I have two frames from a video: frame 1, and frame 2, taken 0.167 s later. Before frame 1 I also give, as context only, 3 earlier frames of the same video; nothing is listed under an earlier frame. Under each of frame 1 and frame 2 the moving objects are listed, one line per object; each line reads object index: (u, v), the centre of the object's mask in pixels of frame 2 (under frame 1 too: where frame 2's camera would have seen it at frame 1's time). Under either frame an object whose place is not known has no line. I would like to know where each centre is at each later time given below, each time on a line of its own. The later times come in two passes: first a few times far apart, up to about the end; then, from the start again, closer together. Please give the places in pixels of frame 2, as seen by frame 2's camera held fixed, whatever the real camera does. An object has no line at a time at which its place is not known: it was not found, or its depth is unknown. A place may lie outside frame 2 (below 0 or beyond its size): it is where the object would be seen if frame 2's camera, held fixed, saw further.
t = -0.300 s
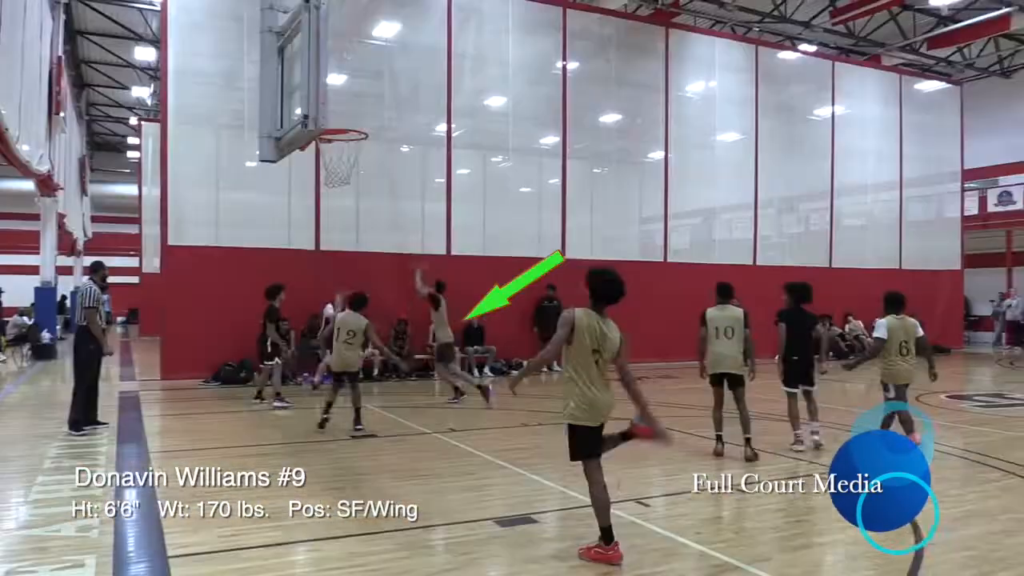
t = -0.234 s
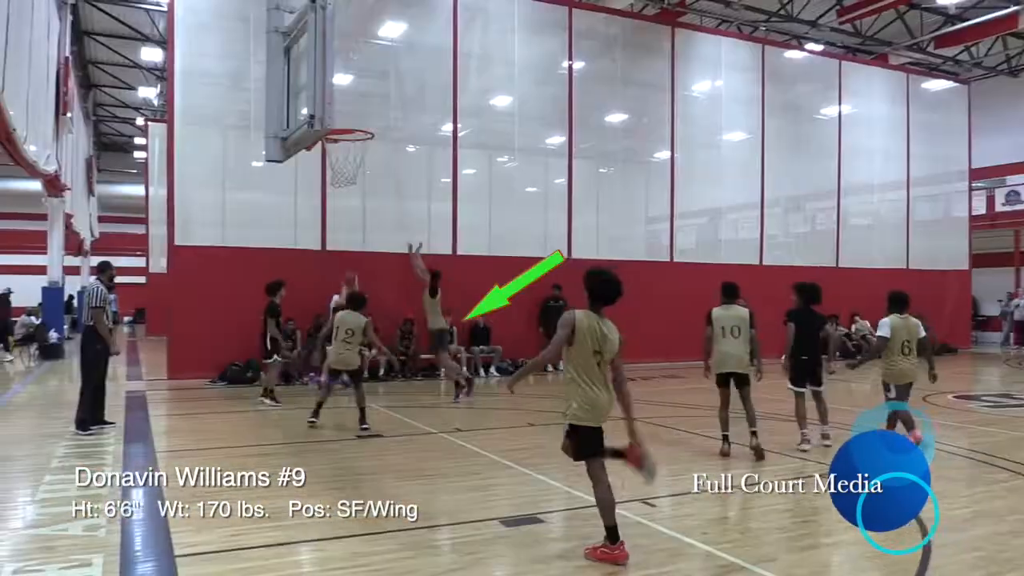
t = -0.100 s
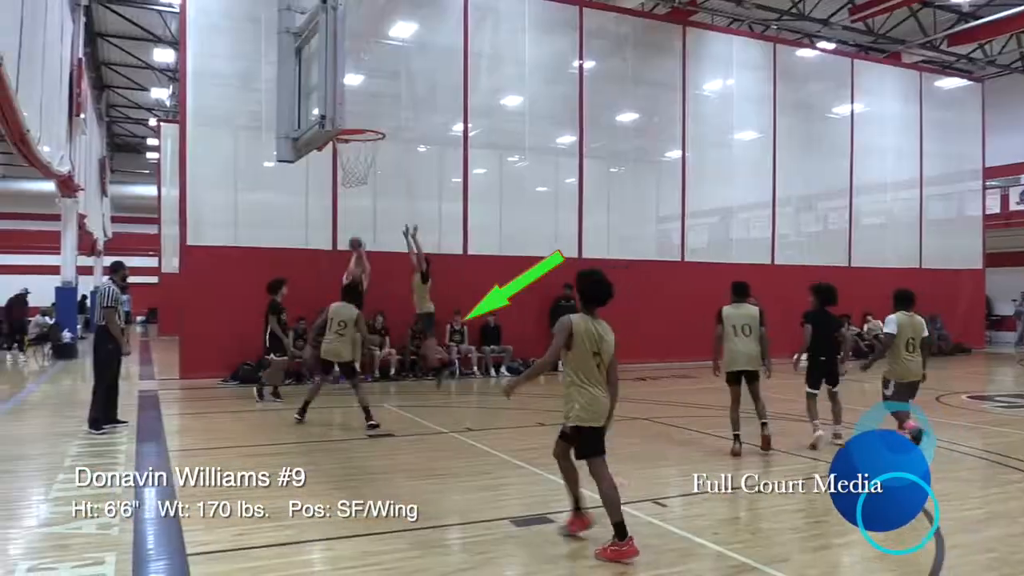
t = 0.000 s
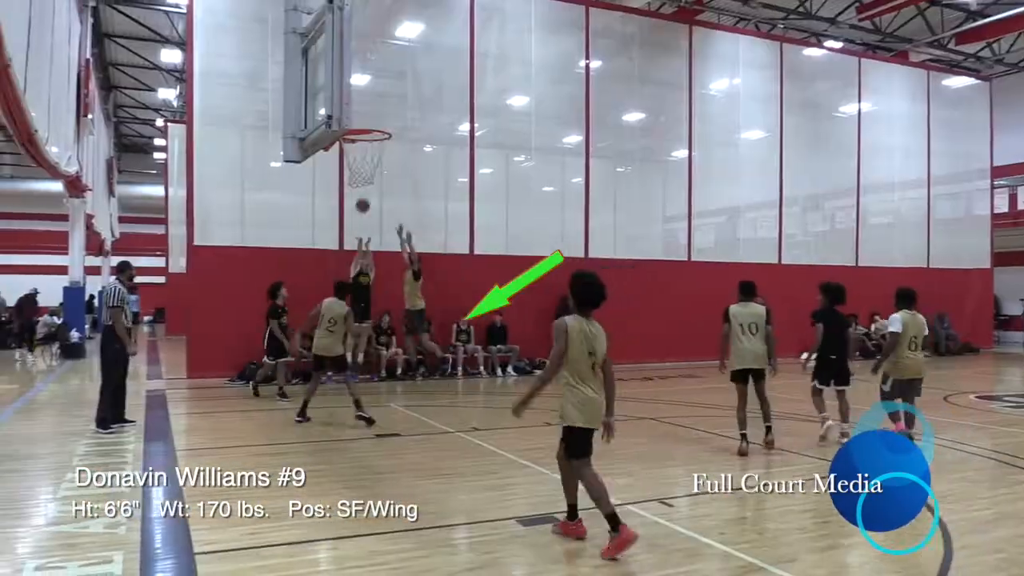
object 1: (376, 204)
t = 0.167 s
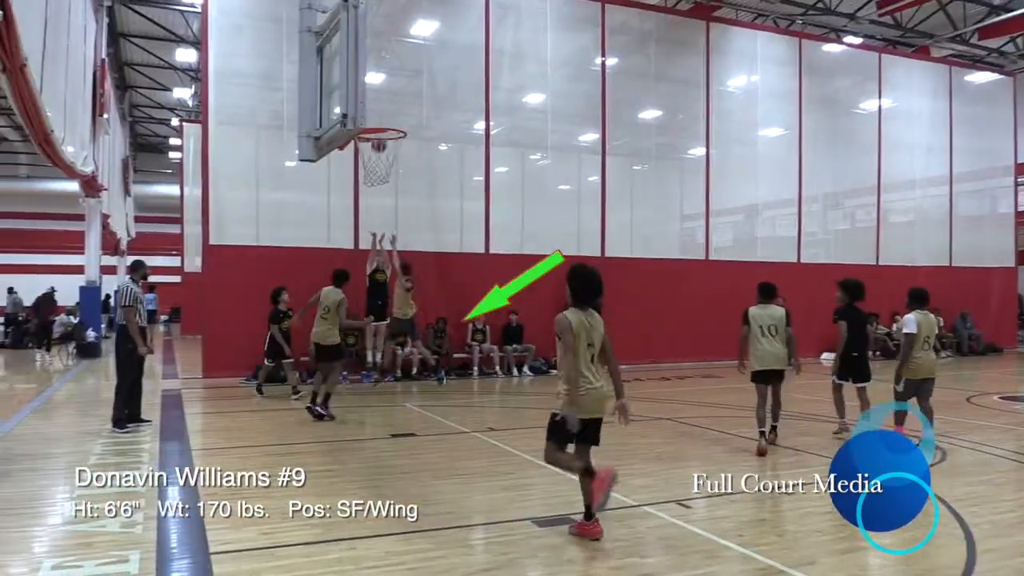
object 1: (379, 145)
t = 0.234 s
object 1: (379, 122)
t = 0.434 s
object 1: (382, 74)
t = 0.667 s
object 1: (384, 42)
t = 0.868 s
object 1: (389, 46)
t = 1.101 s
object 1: (396, 101)
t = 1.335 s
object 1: (439, 96)
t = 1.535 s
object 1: (486, 89)
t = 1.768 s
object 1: (536, 129)
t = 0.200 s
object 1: (379, 134)
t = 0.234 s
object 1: (379, 122)
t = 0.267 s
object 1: (379, 114)
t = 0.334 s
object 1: (380, 96)
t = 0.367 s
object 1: (380, 89)
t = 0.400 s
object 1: (381, 81)
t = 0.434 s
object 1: (382, 74)
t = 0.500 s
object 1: (382, 61)
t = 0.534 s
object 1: (382, 56)
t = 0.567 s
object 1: (383, 51)
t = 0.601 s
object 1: (383, 47)
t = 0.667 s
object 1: (384, 42)
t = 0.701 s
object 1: (385, 41)
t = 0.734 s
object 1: (386, 40)
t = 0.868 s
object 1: (389, 46)
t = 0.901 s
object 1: (389, 50)
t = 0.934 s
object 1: (390, 56)
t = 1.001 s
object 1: (392, 69)
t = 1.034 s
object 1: (394, 78)
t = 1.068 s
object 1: (394, 89)
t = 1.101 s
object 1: (396, 101)
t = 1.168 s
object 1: (398, 129)
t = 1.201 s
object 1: (406, 123)
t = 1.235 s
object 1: (414, 115)
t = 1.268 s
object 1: (423, 108)
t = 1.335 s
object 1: (439, 96)
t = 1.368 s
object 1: (448, 92)
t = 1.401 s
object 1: (455, 89)
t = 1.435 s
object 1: (463, 87)
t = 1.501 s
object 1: (479, 88)
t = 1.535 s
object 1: (486, 89)
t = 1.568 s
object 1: (494, 92)
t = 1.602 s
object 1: (501, 96)
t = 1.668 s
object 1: (516, 106)
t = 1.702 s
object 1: (523, 113)
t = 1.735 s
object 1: (530, 120)
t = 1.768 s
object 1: (536, 129)
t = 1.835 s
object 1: (550, 149)
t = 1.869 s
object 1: (556, 160)
